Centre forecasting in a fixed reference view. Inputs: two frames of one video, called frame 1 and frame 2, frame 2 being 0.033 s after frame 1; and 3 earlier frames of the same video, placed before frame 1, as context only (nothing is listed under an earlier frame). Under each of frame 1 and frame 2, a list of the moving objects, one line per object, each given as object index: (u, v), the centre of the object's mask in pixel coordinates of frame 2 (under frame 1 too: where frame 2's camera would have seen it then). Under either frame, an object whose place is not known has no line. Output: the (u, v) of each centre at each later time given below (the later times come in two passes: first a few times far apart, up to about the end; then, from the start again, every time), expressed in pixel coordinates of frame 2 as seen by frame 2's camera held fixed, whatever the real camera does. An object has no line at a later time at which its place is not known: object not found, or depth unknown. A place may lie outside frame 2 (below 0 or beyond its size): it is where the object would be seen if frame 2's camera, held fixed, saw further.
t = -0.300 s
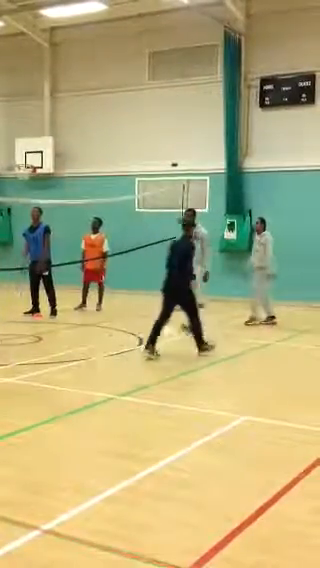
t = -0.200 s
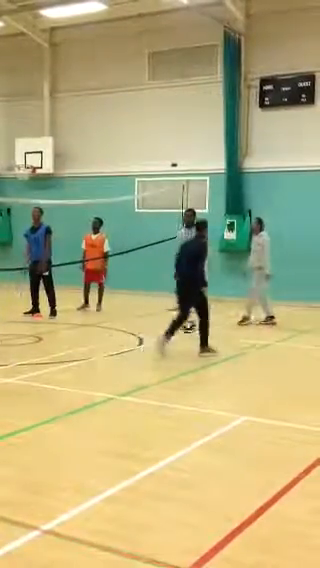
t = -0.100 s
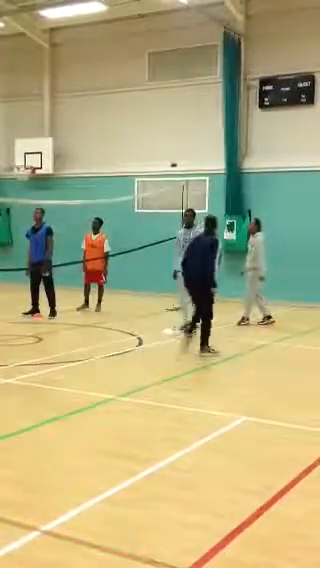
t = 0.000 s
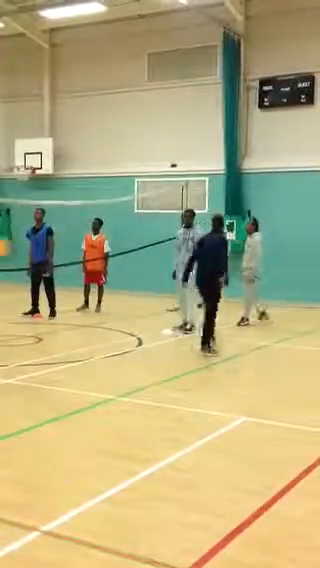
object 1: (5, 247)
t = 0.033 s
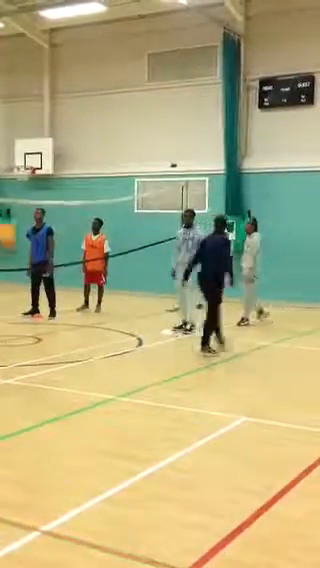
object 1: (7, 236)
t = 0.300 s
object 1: (61, 146)
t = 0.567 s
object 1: (105, 132)
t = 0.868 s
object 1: (145, 180)
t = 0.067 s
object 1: (12, 220)
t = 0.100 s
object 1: (20, 206)
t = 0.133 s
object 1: (24, 194)
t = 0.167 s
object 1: (34, 182)
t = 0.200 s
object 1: (39, 173)
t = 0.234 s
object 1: (48, 167)
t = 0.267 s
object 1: (55, 151)
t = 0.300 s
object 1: (61, 146)
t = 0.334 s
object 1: (66, 142)
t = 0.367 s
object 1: (73, 136)
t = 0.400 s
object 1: (78, 133)
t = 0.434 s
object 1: (83, 132)
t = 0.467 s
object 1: (89, 132)
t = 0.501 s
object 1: (95, 131)
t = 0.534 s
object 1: (98, 131)
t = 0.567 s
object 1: (105, 132)
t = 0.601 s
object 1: (111, 134)
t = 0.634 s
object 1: (116, 137)
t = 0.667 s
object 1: (120, 141)
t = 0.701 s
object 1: (123, 147)
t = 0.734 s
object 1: (129, 152)
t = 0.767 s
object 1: (135, 160)
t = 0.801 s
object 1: (138, 166)
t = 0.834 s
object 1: (142, 173)
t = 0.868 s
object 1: (145, 180)
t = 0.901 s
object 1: (150, 191)
